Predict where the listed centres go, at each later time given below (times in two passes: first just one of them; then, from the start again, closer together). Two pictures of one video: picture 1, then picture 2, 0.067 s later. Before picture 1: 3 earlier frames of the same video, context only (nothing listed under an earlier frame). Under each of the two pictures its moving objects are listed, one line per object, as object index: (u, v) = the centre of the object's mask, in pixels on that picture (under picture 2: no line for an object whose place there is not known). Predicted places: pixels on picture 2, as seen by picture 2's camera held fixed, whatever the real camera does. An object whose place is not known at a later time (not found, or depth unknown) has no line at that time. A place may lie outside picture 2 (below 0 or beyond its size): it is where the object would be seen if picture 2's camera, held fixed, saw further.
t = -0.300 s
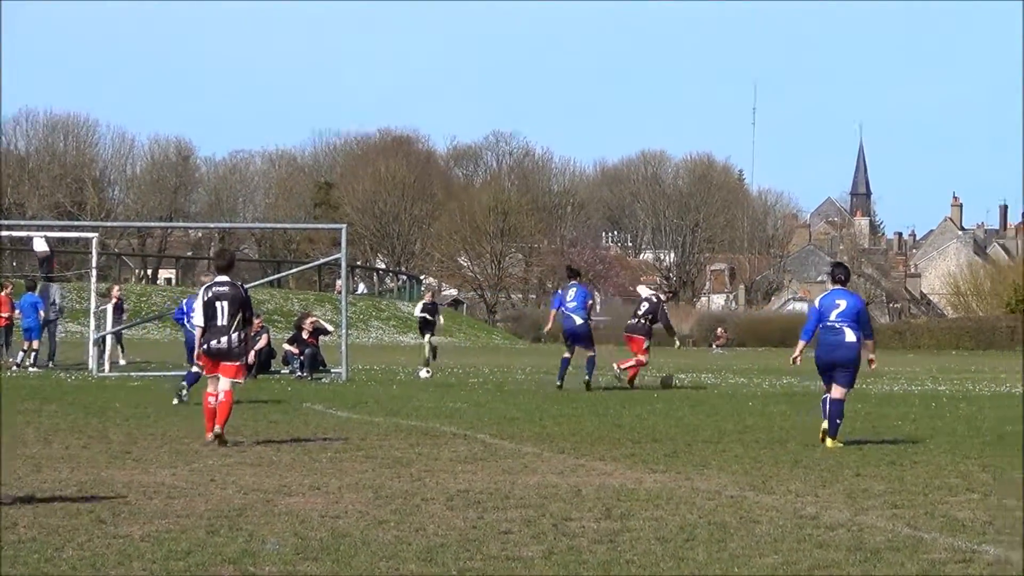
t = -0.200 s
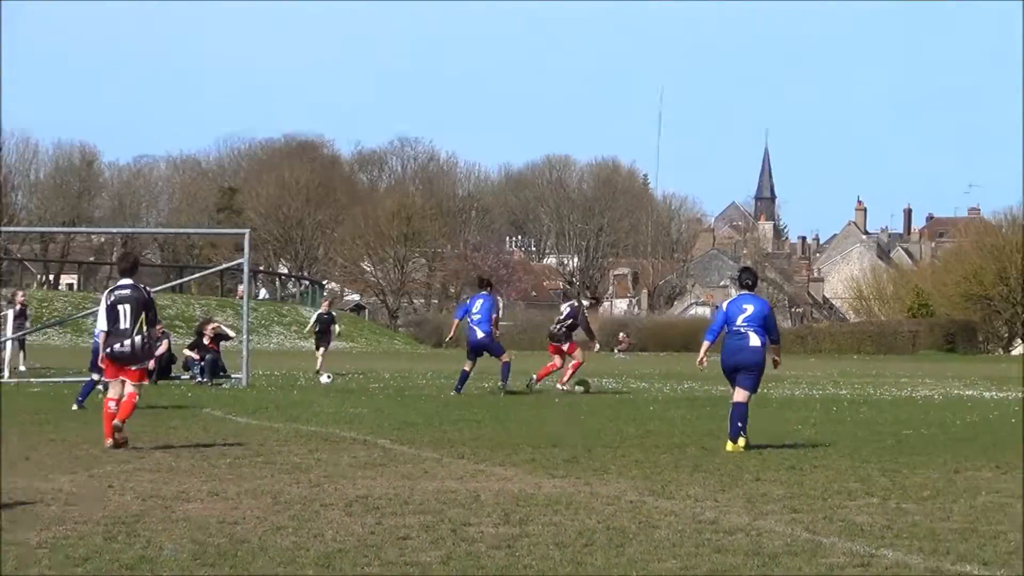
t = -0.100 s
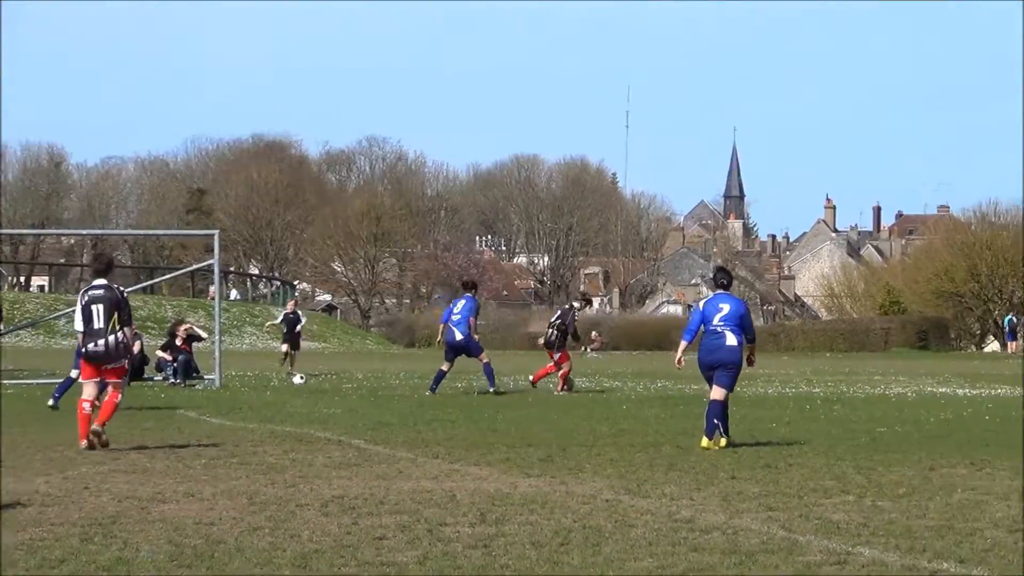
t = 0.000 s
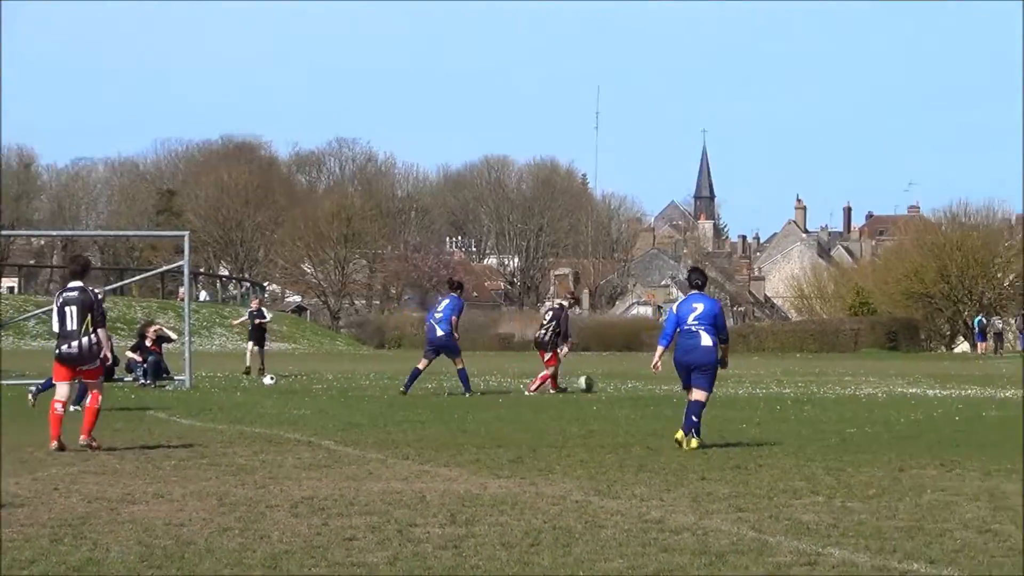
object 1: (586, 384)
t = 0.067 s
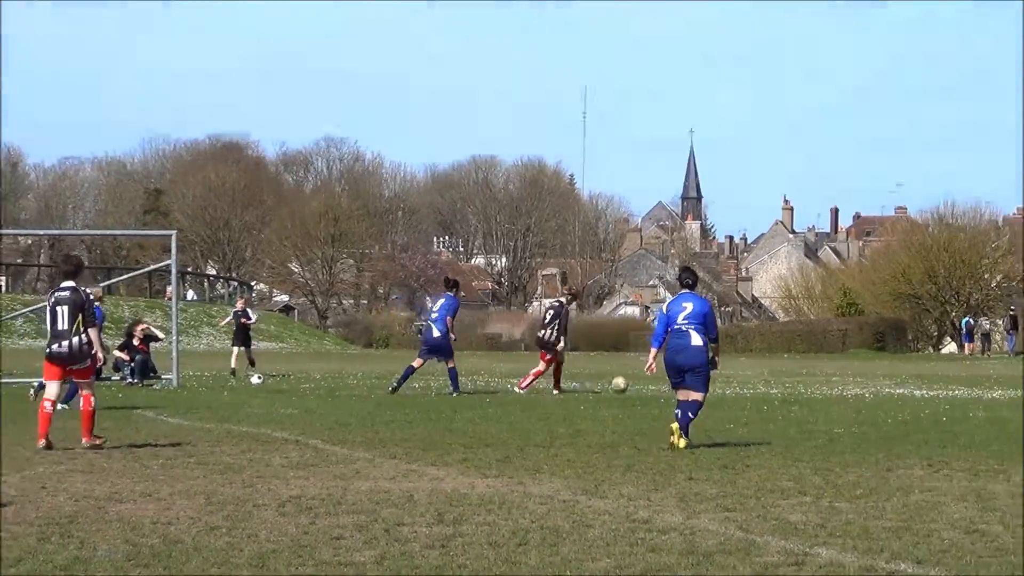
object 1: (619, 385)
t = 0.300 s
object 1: (778, 381)
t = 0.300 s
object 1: (778, 381)
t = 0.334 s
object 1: (790, 382)
